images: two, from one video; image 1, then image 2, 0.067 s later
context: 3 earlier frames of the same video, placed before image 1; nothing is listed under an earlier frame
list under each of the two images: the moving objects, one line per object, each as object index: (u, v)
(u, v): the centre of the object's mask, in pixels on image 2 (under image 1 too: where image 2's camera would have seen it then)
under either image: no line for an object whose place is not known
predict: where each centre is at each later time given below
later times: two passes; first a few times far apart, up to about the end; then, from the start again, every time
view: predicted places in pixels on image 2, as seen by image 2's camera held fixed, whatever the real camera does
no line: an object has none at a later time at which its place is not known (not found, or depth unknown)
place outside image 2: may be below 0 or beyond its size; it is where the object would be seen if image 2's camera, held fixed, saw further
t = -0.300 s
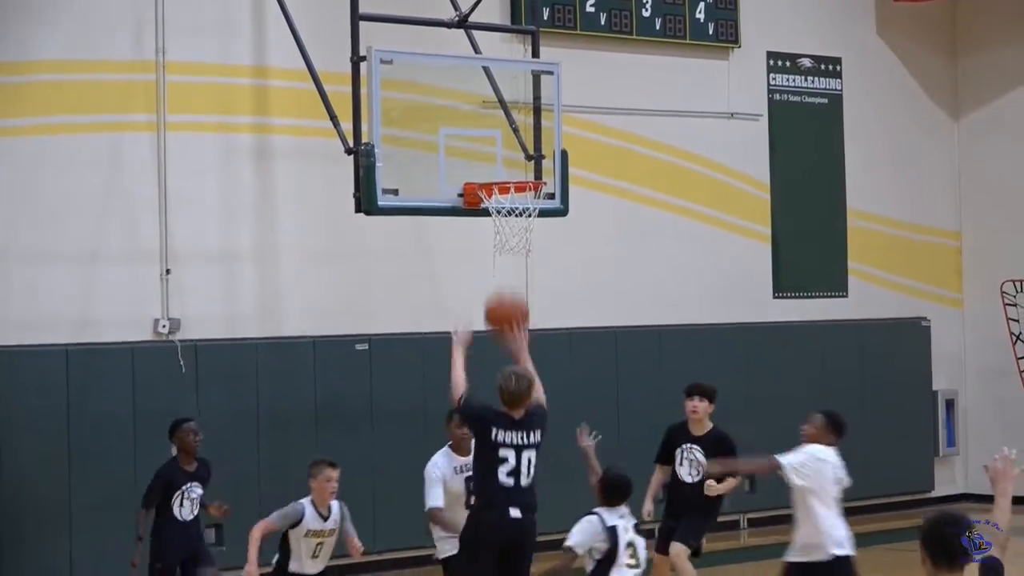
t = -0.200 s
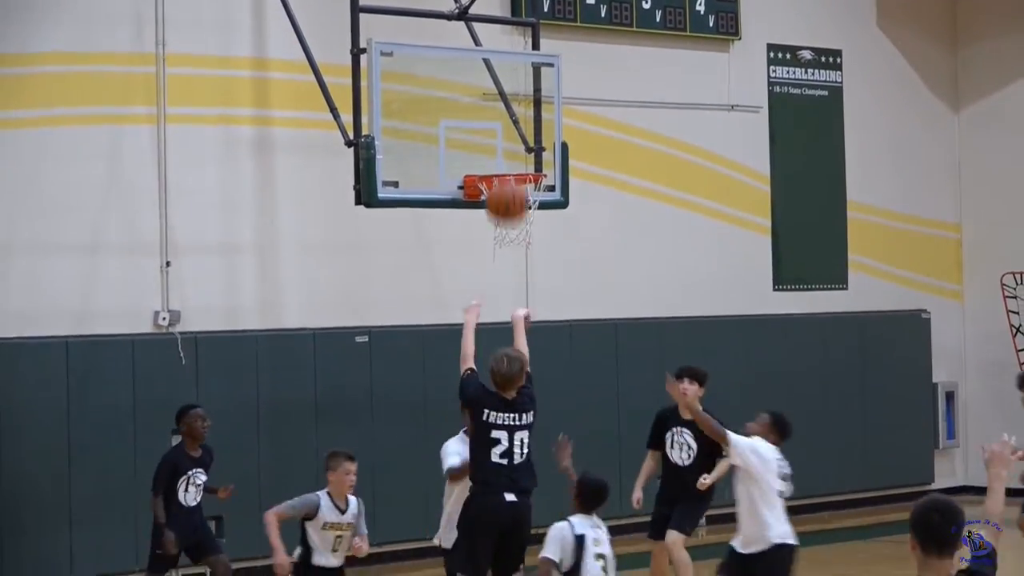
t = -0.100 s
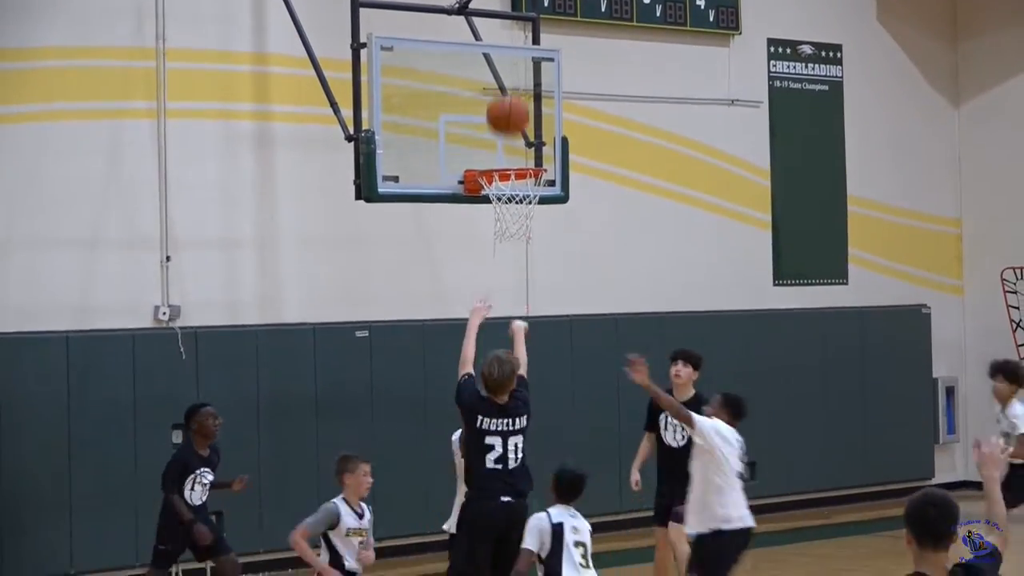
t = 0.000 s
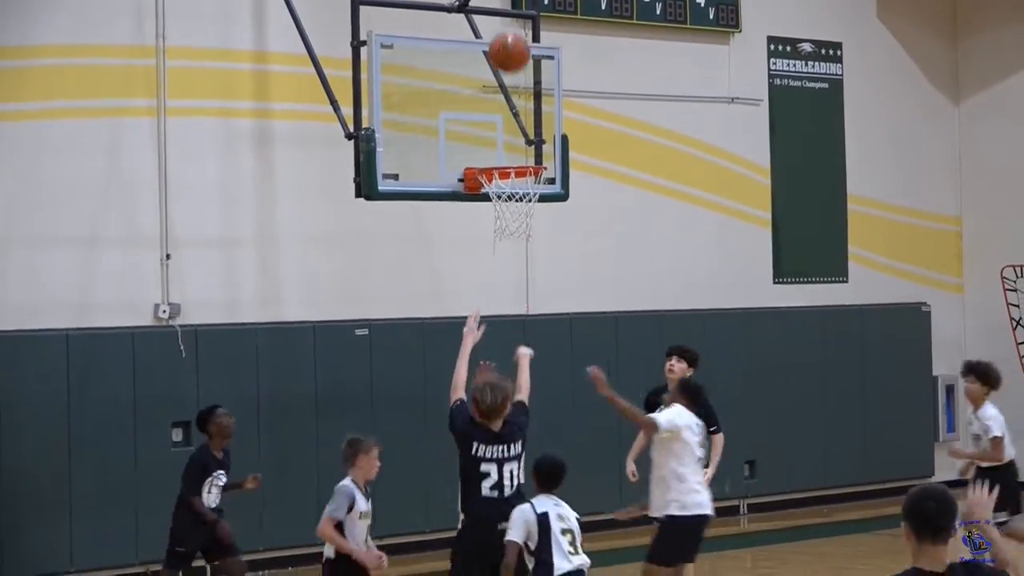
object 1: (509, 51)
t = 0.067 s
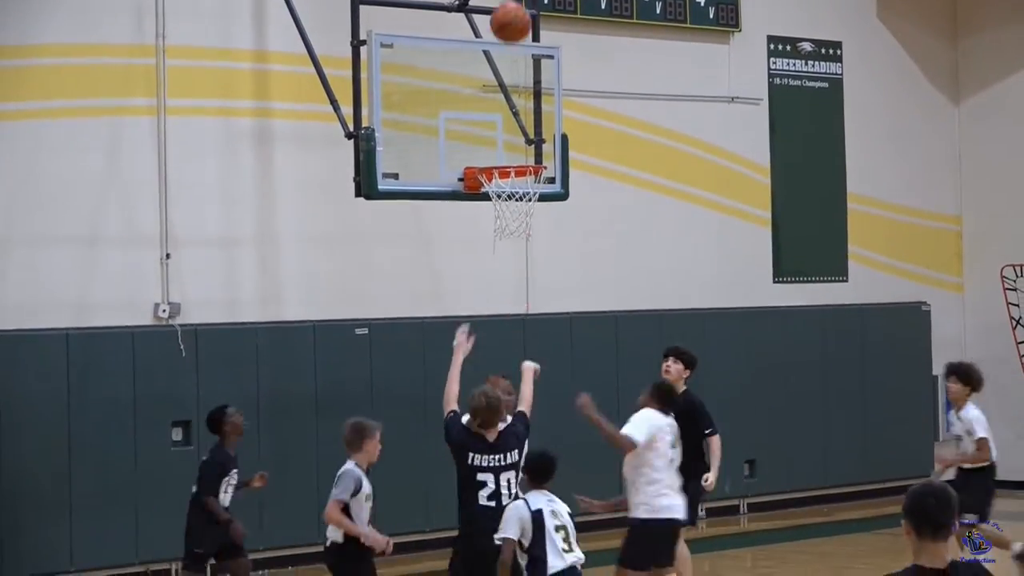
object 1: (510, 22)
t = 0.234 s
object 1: (515, 3)
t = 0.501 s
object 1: (523, 21)
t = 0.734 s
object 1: (530, 133)
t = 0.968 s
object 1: (499, 185)
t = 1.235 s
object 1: (540, 208)
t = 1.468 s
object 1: (566, 278)
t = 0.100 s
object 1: (511, 14)
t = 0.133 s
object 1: (512, 10)
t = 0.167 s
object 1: (513, 6)
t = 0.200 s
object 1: (514, 4)
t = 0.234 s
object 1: (515, 3)
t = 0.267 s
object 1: (516, 3)
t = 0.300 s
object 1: (517, 2)
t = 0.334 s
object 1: (517, 2)
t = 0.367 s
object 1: (520, 3)
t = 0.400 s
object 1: (520, 6)
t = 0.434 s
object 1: (521, 8)
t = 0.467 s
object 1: (522, 13)
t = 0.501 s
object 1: (523, 21)
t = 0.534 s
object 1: (524, 32)
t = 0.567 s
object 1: (525, 47)
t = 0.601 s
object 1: (526, 61)
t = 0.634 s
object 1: (527, 77)
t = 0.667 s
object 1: (528, 94)
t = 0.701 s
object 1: (530, 113)
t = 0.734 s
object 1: (530, 133)
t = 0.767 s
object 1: (531, 152)
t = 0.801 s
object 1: (525, 156)
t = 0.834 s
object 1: (515, 170)
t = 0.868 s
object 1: (502, 173)
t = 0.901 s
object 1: (496, 178)
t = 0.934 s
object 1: (495, 181)
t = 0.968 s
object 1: (499, 185)
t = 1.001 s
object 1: (502, 187)
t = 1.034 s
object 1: (508, 191)
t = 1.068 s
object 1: (514, 193)
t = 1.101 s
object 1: (521, 195)
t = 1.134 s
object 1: (526, 196)
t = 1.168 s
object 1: (532, 199)
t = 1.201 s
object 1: (537, 203)
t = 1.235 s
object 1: (540, 208)
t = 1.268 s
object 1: (544, 212)
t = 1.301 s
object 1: (548, 220)
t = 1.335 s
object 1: (552, 229)
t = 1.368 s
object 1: (556, 239)
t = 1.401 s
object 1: (559, 250)
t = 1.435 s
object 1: (563, 263)
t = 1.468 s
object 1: (566, 278)
